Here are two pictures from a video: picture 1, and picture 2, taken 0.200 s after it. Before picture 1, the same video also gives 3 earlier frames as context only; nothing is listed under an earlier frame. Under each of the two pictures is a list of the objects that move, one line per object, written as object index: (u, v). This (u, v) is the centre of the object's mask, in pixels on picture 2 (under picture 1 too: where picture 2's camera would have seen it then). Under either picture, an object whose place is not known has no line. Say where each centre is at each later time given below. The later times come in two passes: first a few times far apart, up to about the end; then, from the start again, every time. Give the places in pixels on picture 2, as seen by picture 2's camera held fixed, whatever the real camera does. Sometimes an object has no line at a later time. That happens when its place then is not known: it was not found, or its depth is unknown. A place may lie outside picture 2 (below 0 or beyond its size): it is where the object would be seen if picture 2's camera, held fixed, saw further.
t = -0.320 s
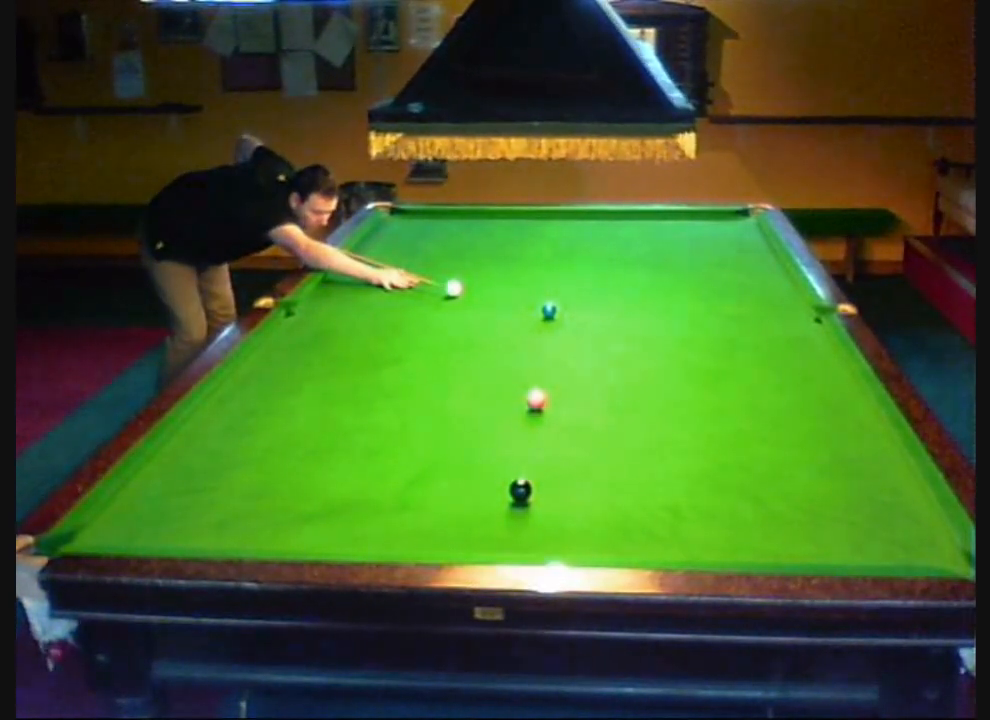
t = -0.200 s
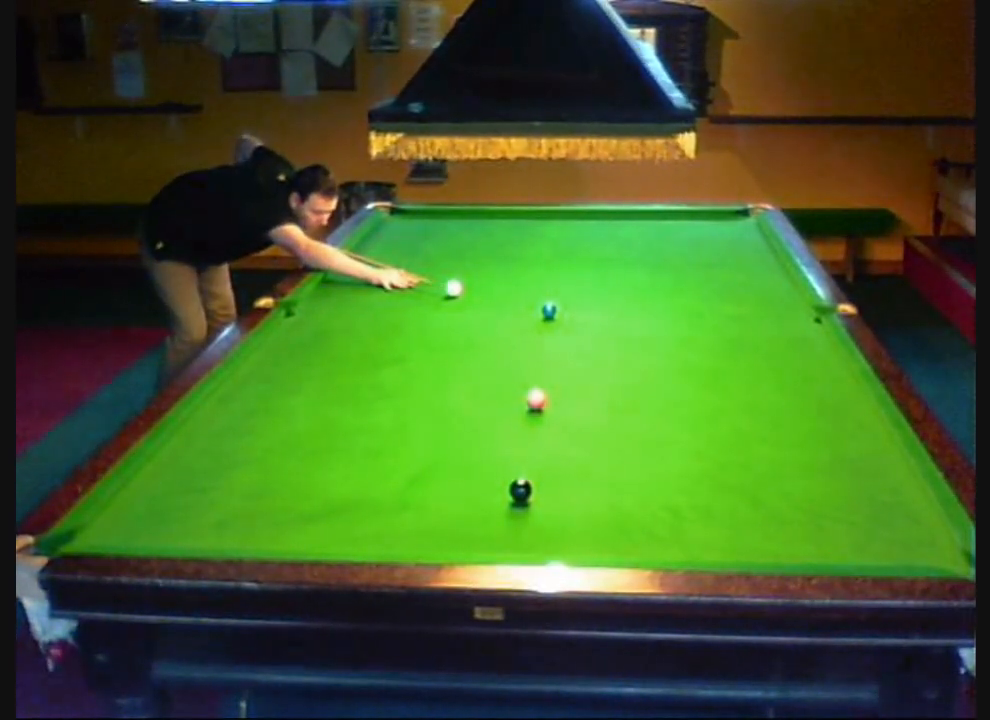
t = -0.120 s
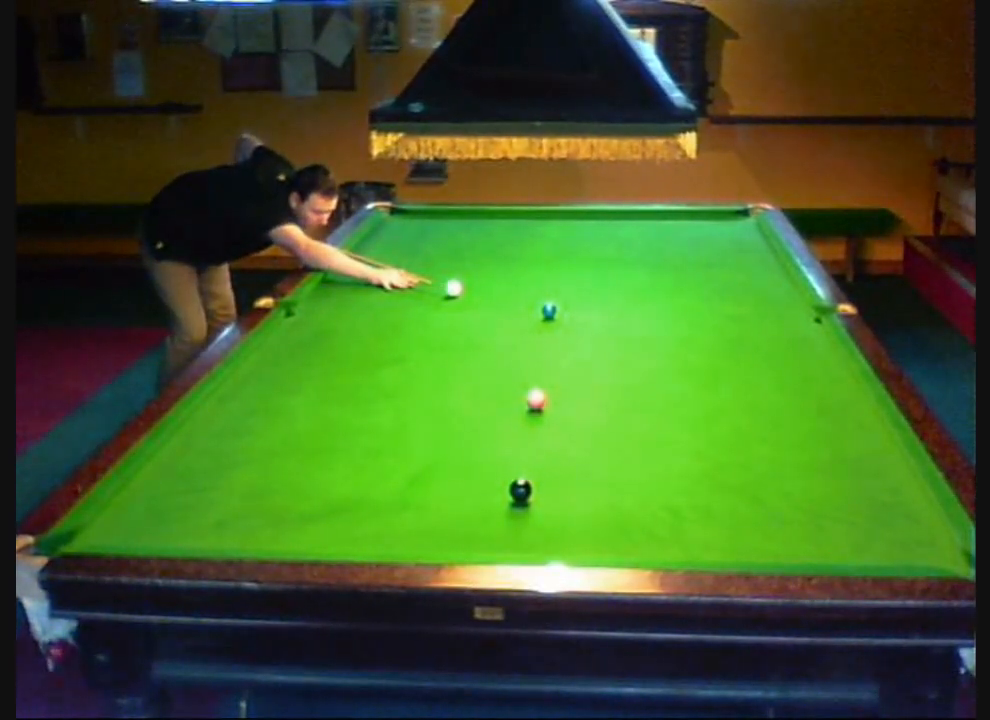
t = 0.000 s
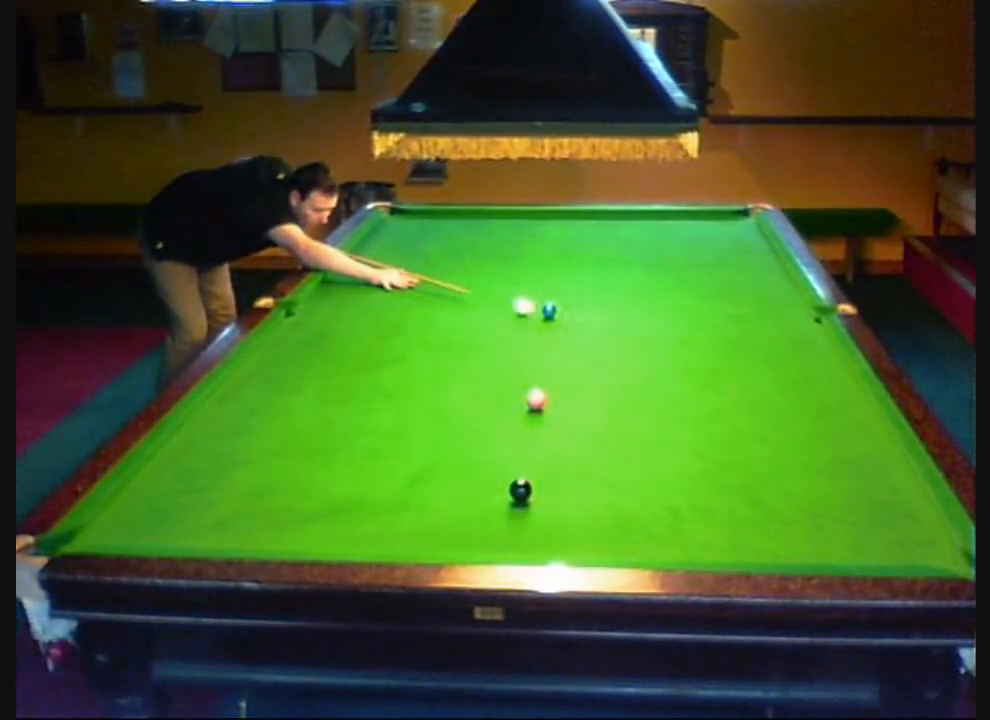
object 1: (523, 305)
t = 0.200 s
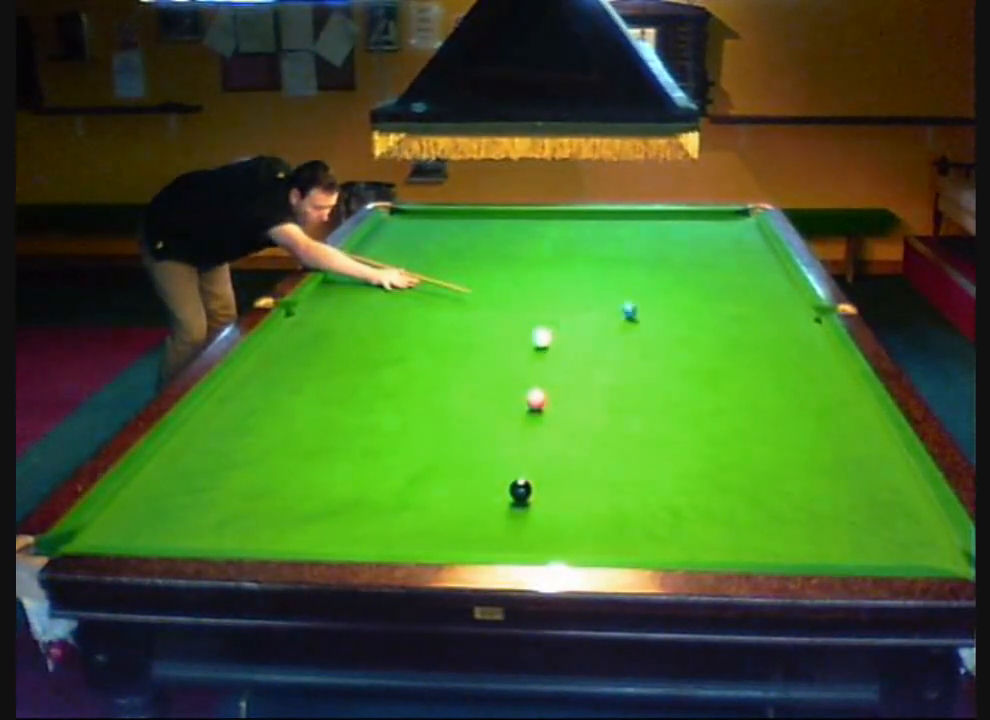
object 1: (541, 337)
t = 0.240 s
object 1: (543, 343)
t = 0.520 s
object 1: (561, 396)
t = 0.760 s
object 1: (578, 449)
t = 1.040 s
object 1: (603, 531)
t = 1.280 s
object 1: (611, 524)
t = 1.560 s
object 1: (612, 476)
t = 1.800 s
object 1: (612, 445)
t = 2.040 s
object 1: (612, 424)
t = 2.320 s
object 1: (612, 404)
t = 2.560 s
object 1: (612, 393)
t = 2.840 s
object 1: (611, 385)
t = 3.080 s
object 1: (612, 381)
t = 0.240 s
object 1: (543, 343)
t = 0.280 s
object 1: (545, 349)
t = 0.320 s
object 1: (548, 358)
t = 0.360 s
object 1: (550, 364)
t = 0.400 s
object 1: (553, 373)
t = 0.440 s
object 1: (556, 379)
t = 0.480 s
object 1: (558, 386)
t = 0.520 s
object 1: (561, 396)
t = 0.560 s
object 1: (563, 404)
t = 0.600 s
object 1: (567, 414)
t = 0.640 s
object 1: (569, 421)
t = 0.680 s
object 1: (572, 429)
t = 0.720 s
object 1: (576, 442)
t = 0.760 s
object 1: (578, 449)
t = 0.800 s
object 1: (582, 462)
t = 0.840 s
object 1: (585, 471)
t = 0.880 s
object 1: (588, 480)
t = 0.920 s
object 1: (592, 494)
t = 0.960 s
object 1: (595, 505)
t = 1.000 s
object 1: (600, 520)
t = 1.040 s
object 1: (603, 531)
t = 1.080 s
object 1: (606, 540)
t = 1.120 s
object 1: (611, 549)
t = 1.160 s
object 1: (610, 545)
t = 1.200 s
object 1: (610, 539)
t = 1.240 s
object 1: (611, 531)
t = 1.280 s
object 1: (611, 524)
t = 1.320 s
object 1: (611, 514)
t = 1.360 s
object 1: (611, 509)
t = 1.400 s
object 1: (611, 500)
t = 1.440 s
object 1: (611, 495)
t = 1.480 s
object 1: (611, 489)
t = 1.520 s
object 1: (612, 481)
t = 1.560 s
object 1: (612, 476)
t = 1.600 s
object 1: (612, 469)
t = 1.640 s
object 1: (612, 465)
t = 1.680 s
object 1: (612, 459)
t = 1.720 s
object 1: (612, 455)
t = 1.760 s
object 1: (612, 451)
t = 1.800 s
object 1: (612, 445)
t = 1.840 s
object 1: (612, 442)
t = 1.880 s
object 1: (612, 437)
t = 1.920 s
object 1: (612, 434)
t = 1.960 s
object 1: (611, 429)
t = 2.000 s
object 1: (612, 426)
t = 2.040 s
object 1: (612, 424)
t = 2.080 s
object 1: (612, 420)
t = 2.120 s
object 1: (612, 417)
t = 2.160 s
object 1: (612, 414)
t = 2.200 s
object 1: (612, 411)
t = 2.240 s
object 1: (612, 409)
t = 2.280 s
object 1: (612, 406)
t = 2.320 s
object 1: (612, 404)
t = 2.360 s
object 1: (612, 403)
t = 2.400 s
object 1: (612, 400)
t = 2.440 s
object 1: (612, 398)
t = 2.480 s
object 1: (612, 396)
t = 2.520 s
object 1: (612, 394)
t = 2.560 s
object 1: (612, 393)
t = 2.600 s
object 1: (612, 391)
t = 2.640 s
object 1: (612, 390)
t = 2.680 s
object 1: (612, 388)
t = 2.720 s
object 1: (612, 388)
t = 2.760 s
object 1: (612, 387)
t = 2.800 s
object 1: (612, 385)
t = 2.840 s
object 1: (611, 385)
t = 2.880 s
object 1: (611, 384)
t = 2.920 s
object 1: (611, 384)
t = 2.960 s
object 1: (611, 383)
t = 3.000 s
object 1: (612, 383)
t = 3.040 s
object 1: (612, 382)
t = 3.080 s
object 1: (612, 381)
